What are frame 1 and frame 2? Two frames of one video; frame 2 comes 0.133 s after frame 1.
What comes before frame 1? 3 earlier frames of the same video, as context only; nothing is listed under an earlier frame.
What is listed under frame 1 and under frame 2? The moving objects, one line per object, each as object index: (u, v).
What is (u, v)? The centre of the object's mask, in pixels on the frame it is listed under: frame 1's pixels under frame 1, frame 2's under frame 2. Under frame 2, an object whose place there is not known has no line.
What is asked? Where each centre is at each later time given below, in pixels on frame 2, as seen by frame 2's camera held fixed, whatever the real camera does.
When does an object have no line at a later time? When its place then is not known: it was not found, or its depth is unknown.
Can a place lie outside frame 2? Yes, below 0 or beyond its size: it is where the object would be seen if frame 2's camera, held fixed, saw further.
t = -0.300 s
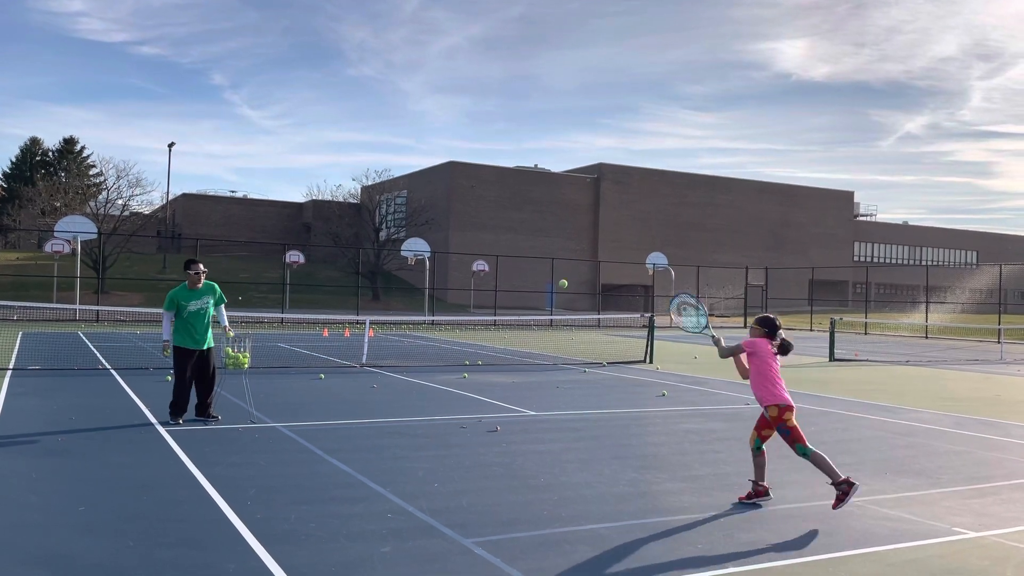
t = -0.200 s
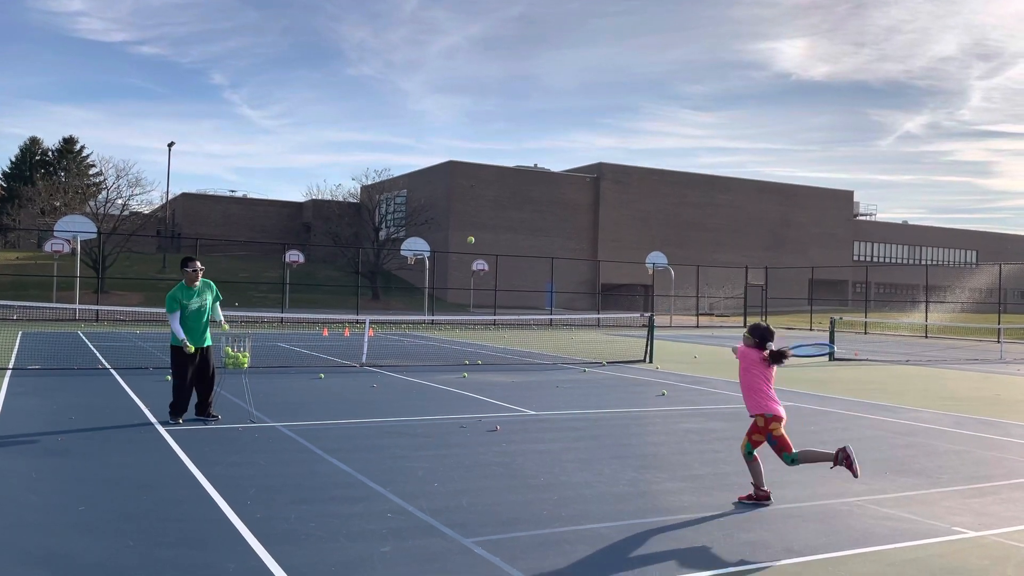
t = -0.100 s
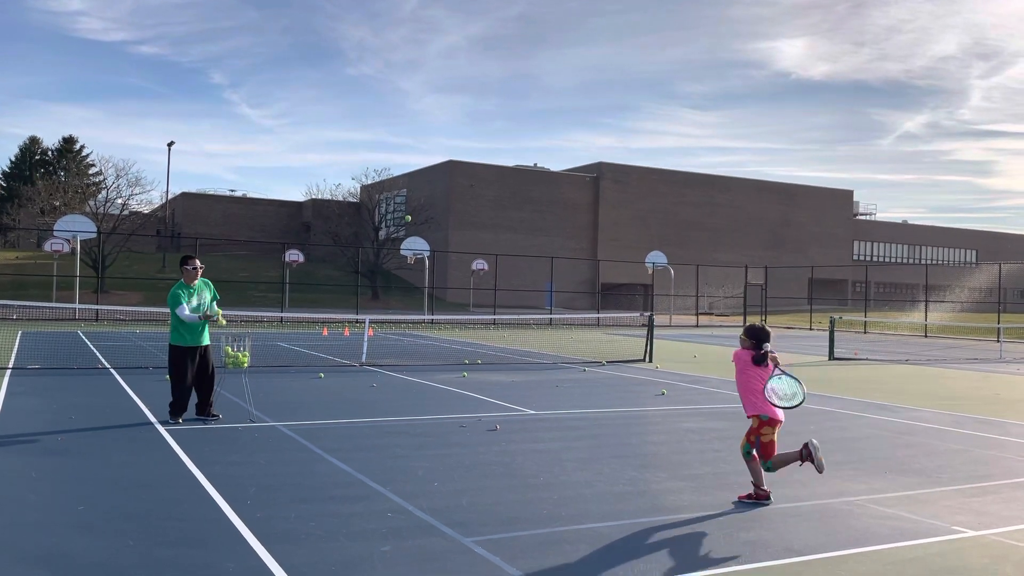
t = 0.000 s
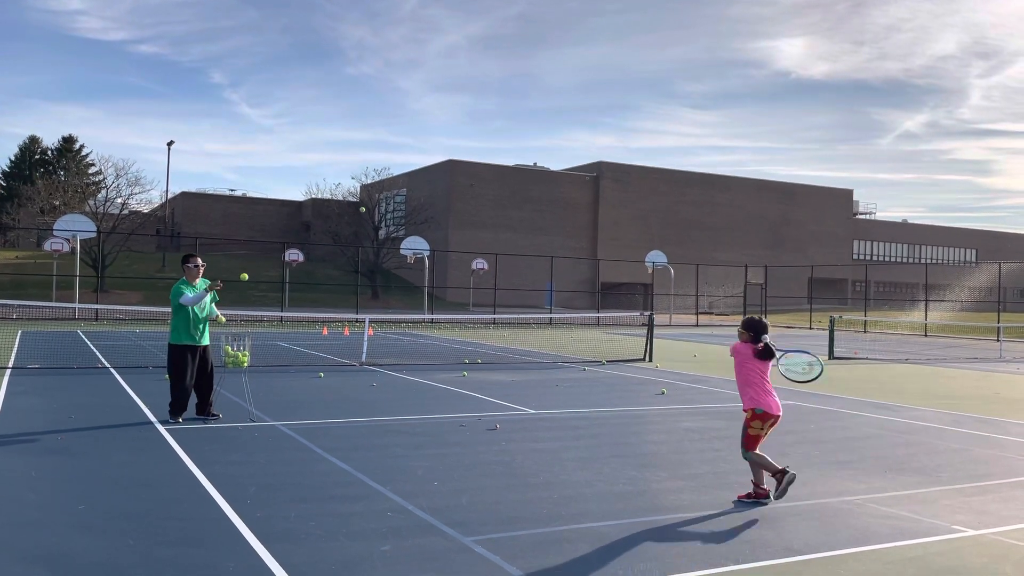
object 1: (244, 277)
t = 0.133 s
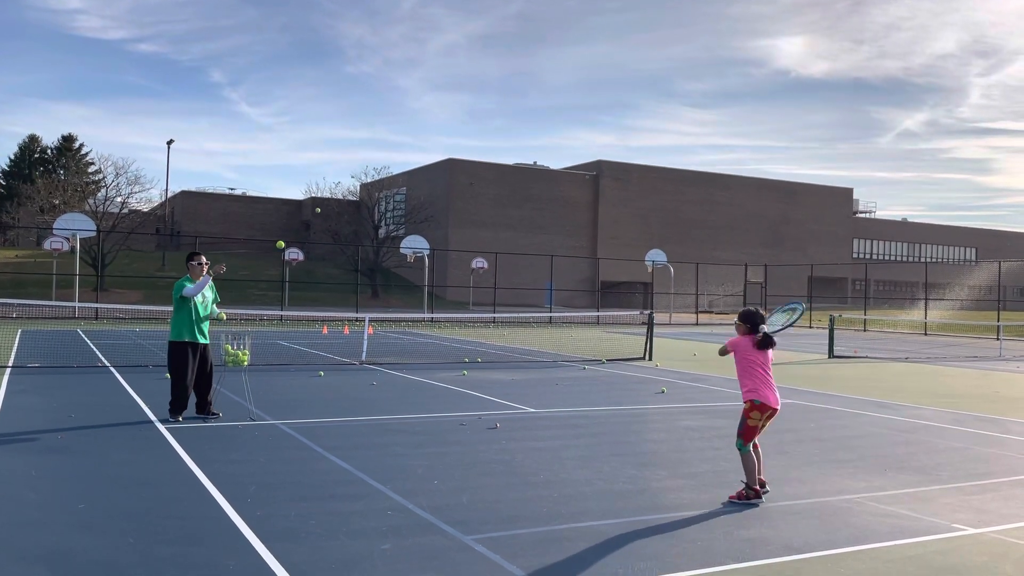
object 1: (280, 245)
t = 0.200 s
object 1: (298, 236)
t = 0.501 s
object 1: (386, 257)
